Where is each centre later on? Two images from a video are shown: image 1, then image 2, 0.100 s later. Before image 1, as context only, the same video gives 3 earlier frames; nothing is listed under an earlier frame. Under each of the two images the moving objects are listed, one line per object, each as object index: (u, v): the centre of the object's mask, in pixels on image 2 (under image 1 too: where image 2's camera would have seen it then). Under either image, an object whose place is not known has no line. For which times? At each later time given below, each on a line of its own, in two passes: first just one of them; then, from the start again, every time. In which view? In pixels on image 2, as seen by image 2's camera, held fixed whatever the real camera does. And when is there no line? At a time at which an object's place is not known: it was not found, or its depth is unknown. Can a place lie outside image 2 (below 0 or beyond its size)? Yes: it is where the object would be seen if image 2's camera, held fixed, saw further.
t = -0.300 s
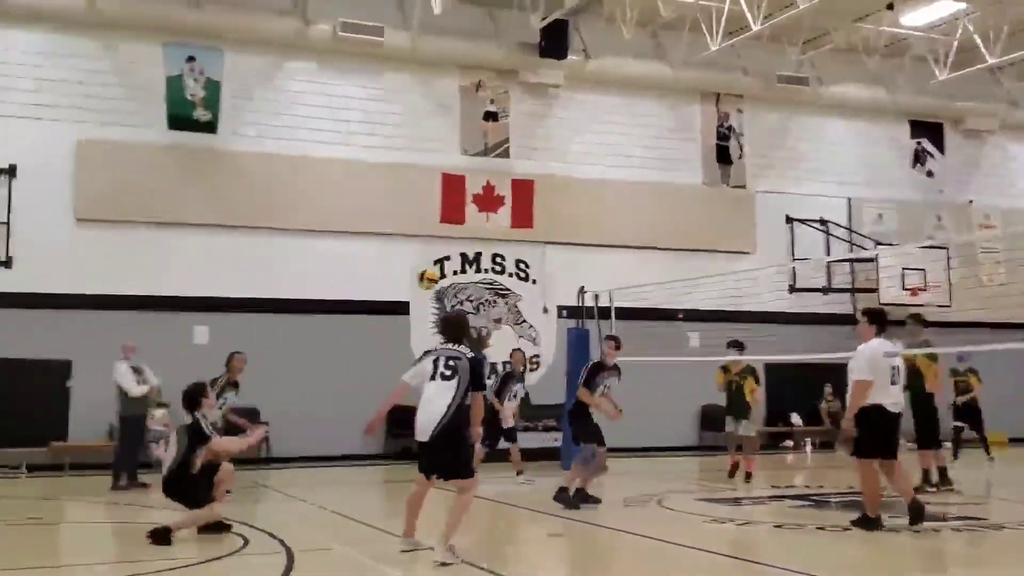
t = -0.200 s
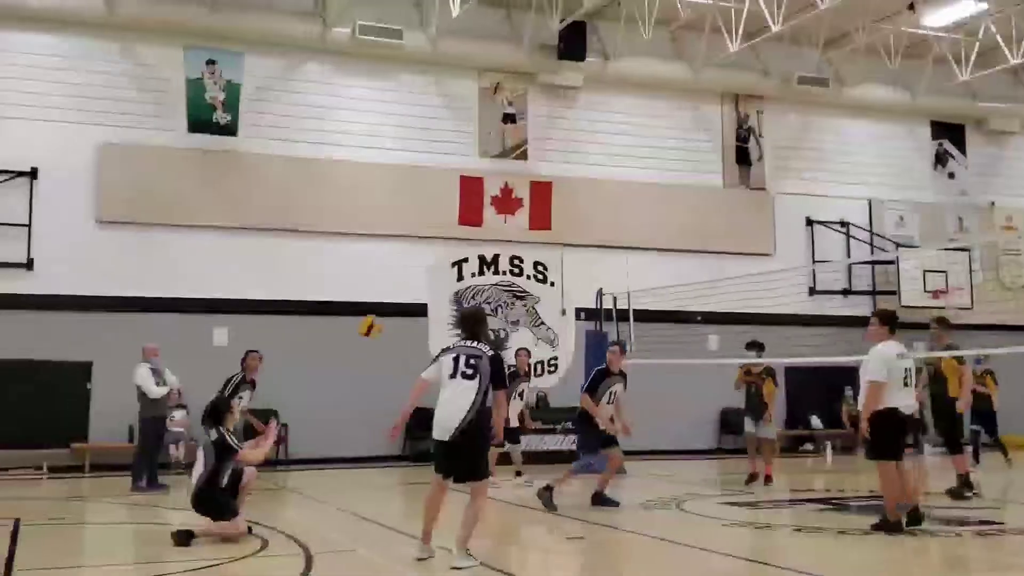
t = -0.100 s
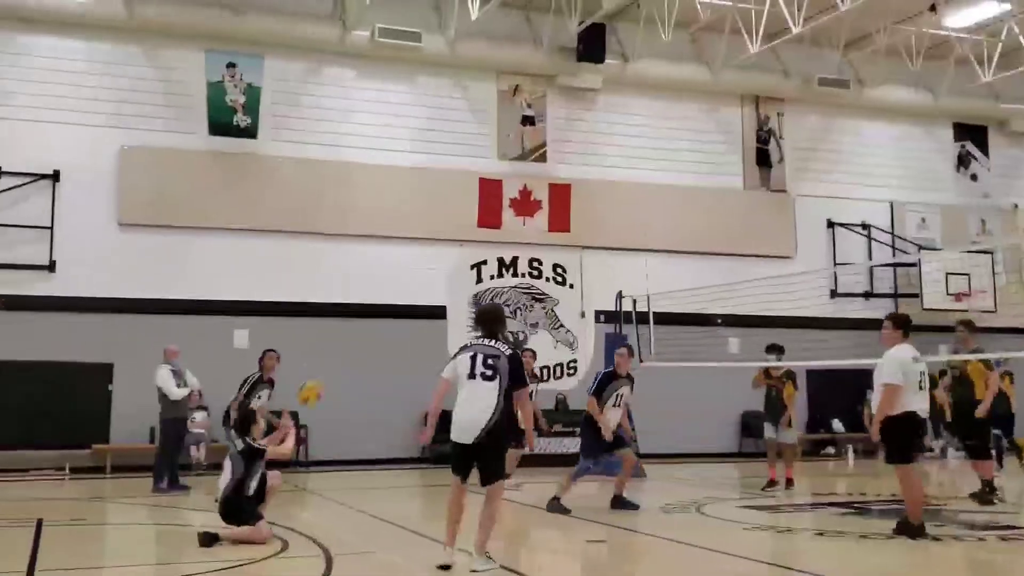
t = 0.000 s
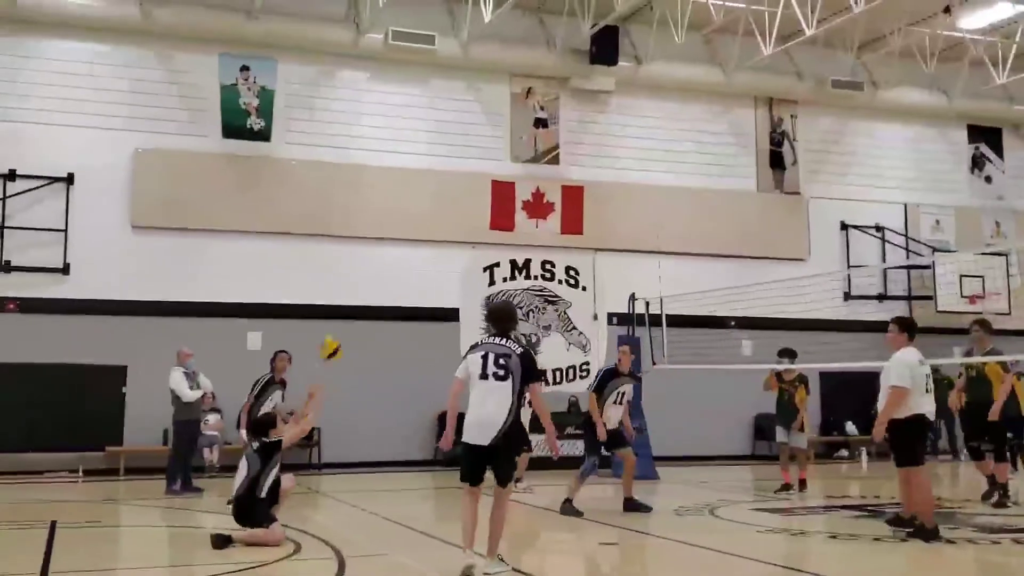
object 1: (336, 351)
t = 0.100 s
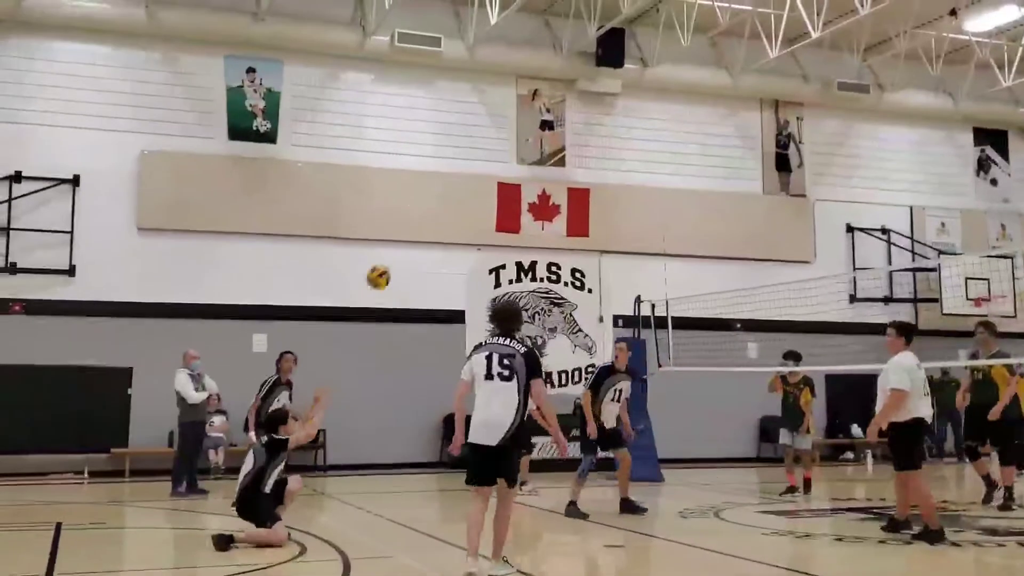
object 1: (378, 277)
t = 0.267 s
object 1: (444, 183)
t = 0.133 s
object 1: (392, 256)
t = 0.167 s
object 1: (405, 236)
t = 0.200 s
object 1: (418, 216)
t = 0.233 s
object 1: (431, 198)
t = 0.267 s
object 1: (444, 183)
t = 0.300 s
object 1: (457, 168)
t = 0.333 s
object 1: (469, 155)
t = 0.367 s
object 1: (482, 142)
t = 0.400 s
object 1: (494, 132)
